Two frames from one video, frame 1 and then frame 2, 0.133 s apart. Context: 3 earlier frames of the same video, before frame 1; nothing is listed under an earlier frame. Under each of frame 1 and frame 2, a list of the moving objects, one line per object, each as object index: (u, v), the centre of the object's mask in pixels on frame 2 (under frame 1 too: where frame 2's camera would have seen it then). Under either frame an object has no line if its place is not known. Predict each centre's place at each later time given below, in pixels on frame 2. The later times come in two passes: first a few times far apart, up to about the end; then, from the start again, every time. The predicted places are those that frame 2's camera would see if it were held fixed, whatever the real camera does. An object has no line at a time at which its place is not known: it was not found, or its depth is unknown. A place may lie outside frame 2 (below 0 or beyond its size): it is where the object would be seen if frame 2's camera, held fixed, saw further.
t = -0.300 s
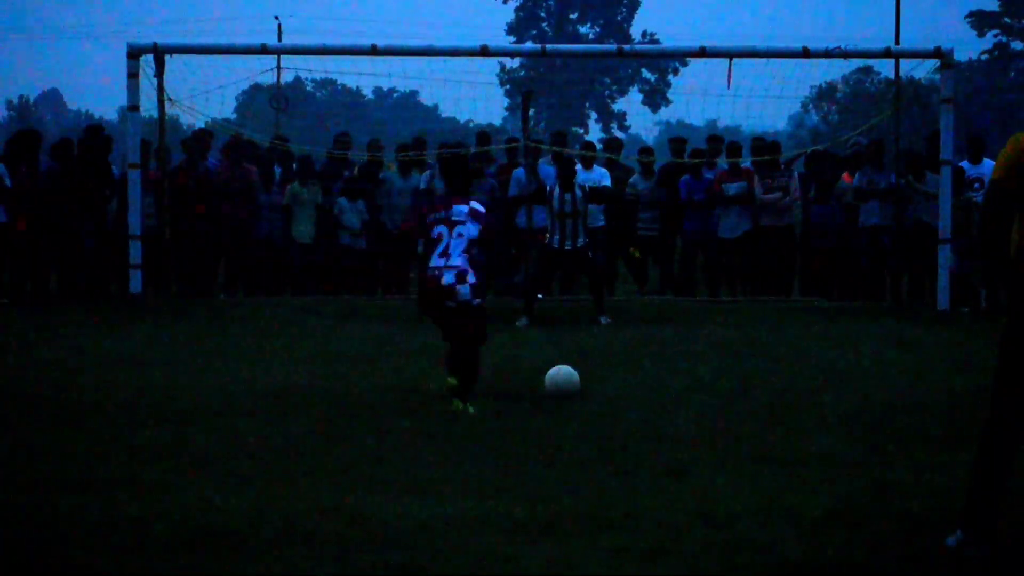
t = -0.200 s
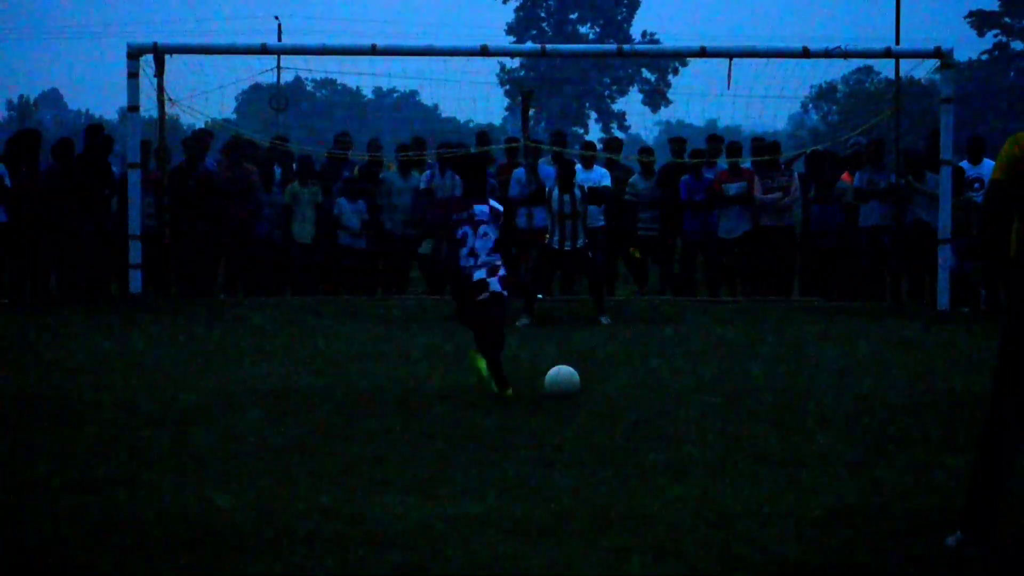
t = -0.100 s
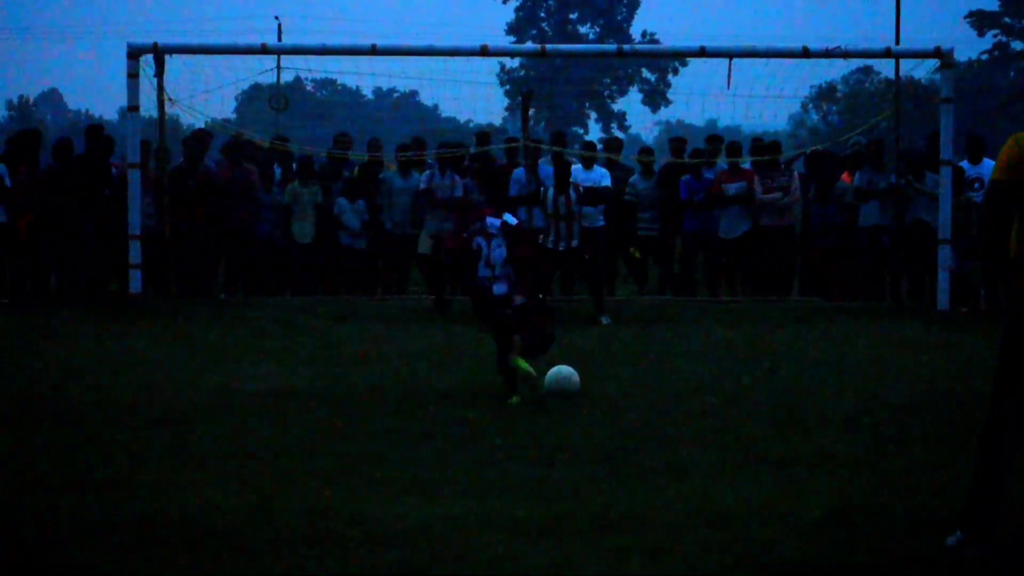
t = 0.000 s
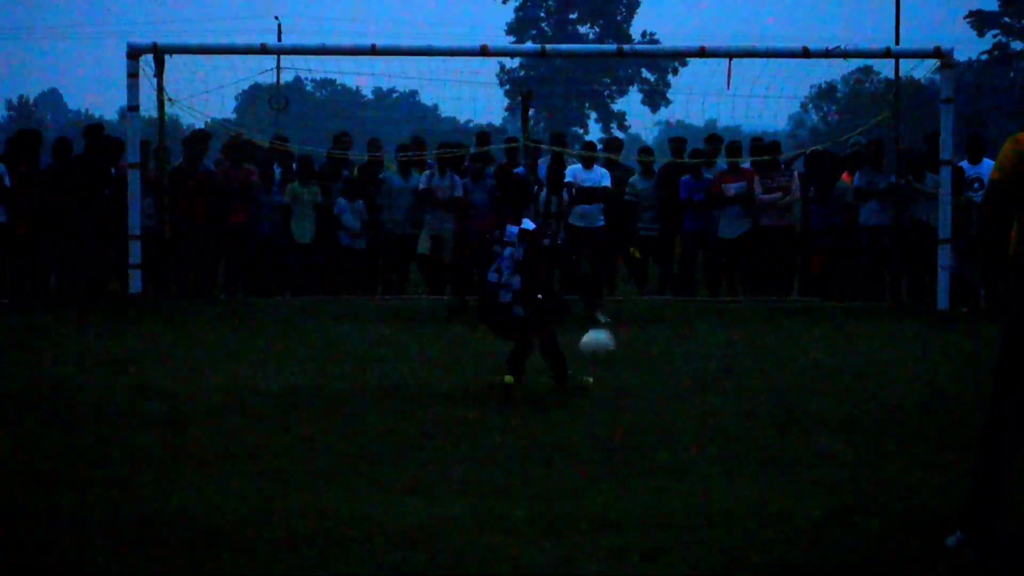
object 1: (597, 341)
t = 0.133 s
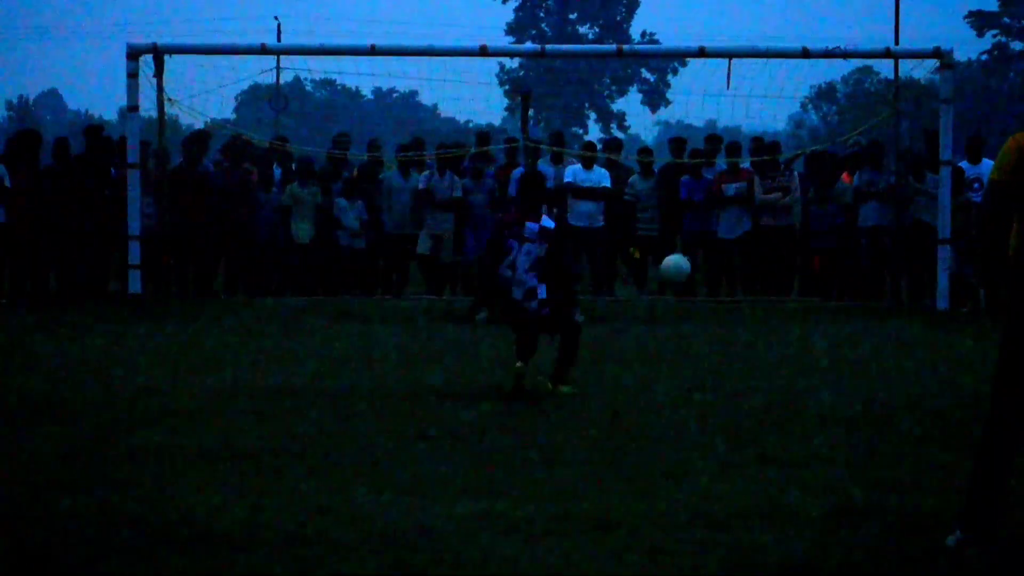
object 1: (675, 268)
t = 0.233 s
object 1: (720, 232)
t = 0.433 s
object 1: (787, 205)
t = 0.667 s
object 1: (841, 205)
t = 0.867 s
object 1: (819, 211)
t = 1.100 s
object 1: (776, 284)
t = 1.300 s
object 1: (763, 263)
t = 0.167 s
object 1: (691, 254)
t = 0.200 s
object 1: (706, 242)
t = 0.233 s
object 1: (720, 232)
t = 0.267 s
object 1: (732, 226)
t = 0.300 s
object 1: (746, 218)
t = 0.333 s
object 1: (757, 212)
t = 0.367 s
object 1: (767, 209)
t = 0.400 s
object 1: (778, 206)
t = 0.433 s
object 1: (787, 205)
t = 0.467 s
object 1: (796, 204)
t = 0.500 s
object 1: (806, 204)
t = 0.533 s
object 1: (814, 204)
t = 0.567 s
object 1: (822, 206)
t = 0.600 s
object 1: (829, 209)
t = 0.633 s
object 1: (834, 210)
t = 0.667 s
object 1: (841, 205)
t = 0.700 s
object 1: (844, 197)
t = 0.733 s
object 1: (840, 197)
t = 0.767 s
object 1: (836, 197)
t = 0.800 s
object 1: (830, 199)
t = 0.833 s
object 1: (824, 205)
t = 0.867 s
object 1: (819, 211)
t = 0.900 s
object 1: (812, 217)
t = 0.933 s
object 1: (807, 225)
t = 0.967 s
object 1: (801, 234)
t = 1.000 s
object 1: (795, 246)
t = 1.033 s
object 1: (788, 258)
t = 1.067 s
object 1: (782, 271)
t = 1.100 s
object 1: (776, 284)
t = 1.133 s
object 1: (770, 298)
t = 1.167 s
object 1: (768, 291)
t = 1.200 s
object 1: (767, 283)
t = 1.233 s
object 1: (766, 276)
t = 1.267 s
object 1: (765, 269)
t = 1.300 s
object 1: (763, 263)
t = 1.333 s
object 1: (762, 259)
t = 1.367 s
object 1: (760, 255)
